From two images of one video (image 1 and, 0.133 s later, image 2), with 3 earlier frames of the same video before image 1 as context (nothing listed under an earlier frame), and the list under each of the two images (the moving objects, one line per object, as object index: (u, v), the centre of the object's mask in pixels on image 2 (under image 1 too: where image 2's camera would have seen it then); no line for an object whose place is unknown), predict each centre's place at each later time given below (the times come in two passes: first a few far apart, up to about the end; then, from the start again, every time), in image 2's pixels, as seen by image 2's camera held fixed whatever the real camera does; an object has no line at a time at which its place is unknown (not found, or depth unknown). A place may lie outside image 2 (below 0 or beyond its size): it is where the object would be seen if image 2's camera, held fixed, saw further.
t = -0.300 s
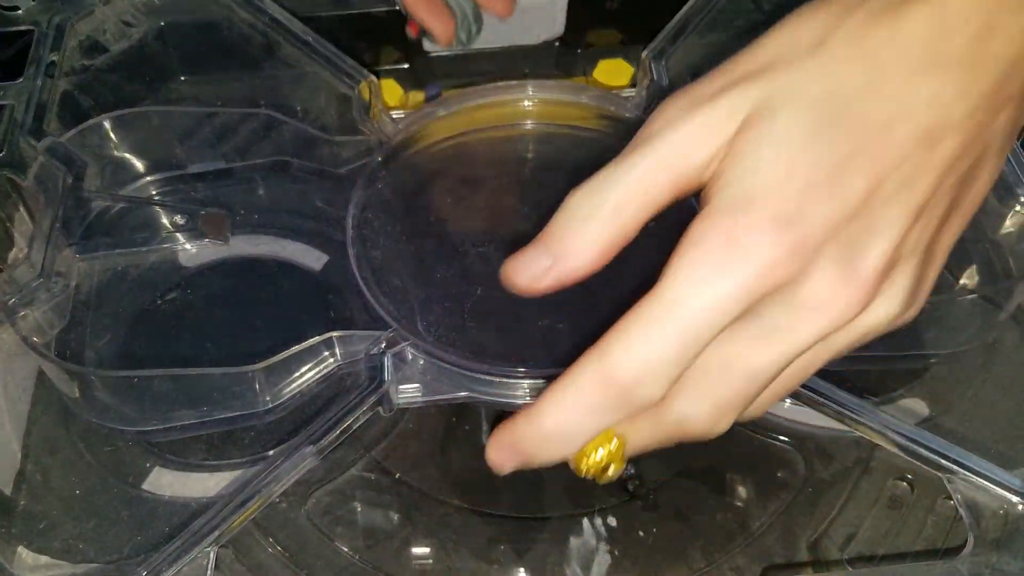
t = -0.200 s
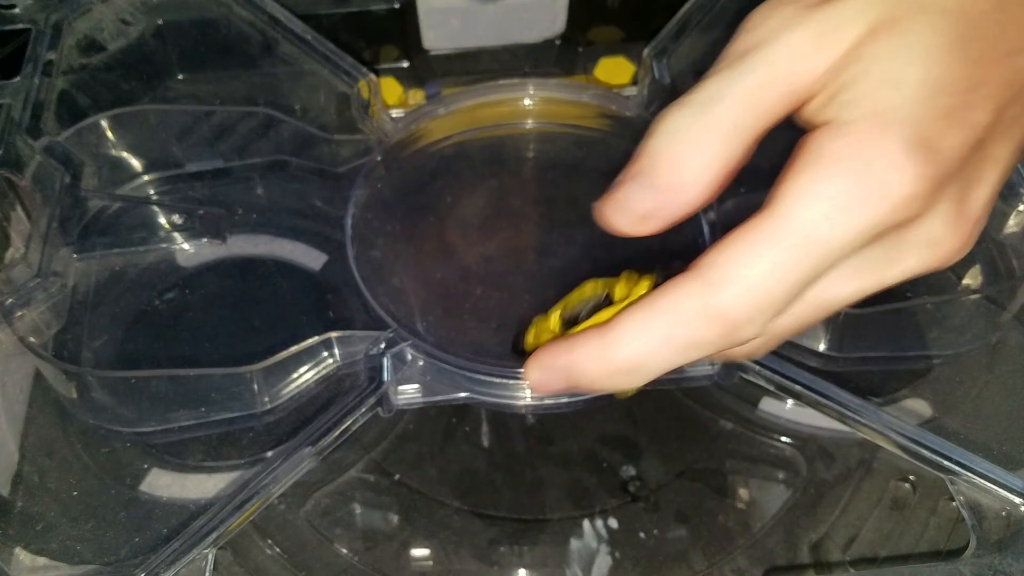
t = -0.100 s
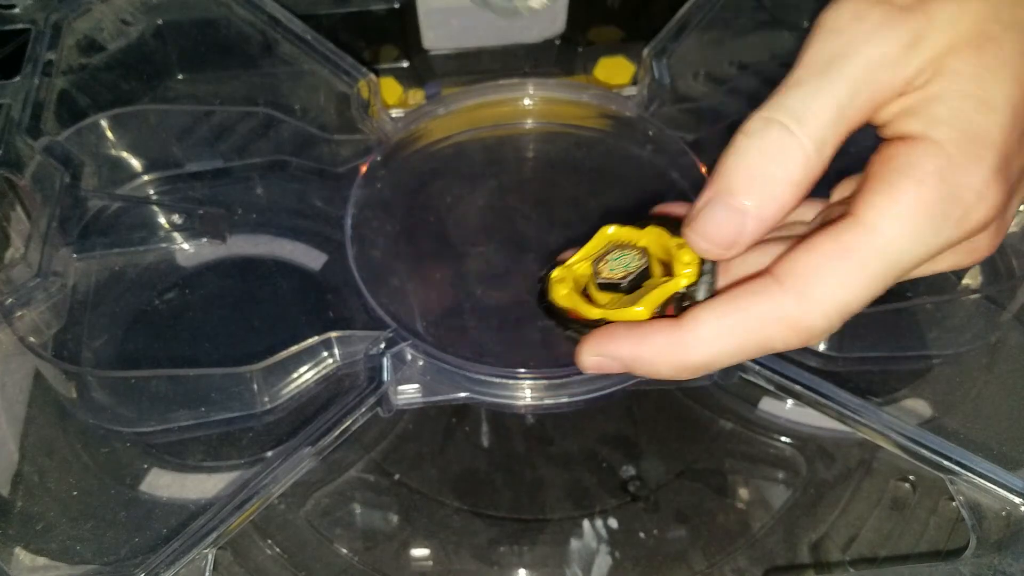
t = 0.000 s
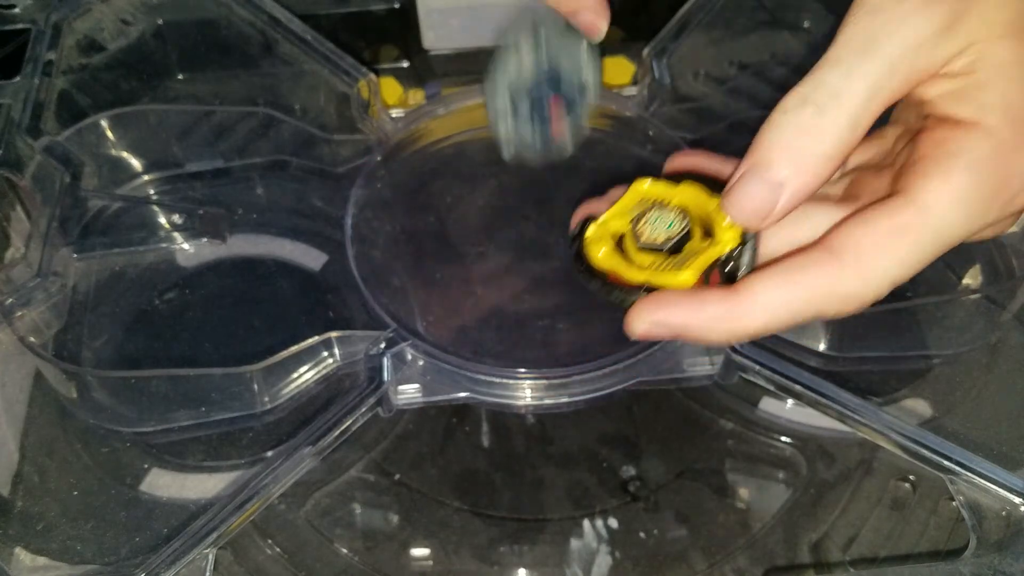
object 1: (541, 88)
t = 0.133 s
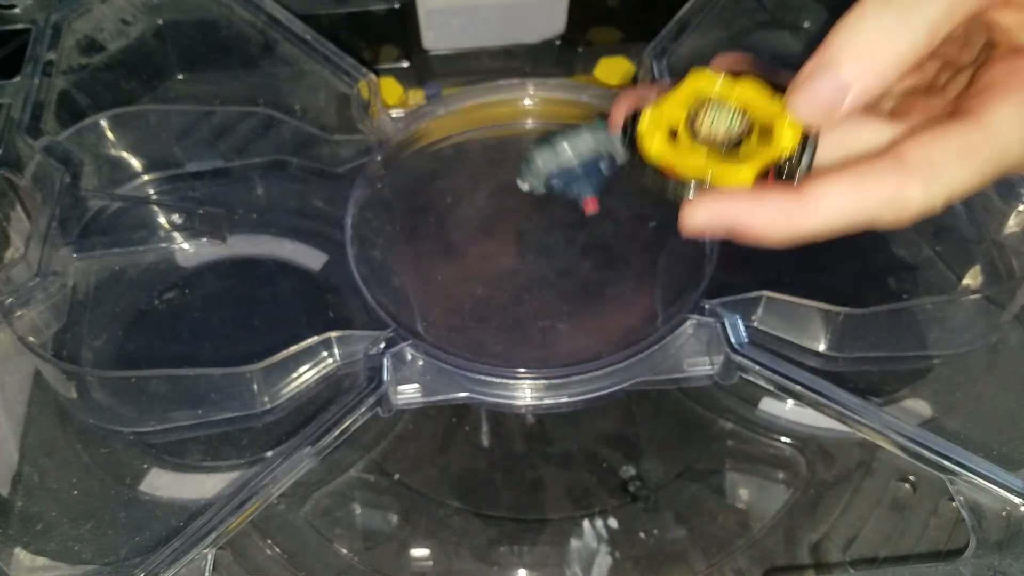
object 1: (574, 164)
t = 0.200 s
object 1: (594, 197)
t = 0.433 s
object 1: (593, 204)
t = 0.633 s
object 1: (560, 223)
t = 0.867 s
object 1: (567, 245)
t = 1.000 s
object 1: (560, 236)
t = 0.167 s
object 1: (586, 187)
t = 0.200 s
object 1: (594, 197)
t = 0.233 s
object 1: (600, 204)
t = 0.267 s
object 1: (603, 205)
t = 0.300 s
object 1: (605, 205)
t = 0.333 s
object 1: (605, 205)
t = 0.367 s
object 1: (603, 205)
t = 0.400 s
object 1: (598, 205)
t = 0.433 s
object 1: (593, 204)
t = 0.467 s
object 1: (586, 205)
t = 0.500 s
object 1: (580, 206)
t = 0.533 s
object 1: (574, 209)
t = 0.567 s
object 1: (568, 212)
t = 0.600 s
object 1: (563, 217)
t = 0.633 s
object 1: (560, 223)
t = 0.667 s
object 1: (558, 228)
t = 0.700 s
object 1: (559, 234)
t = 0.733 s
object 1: (561, 237)
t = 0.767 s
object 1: (563, 241)
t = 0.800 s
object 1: (565, 243)
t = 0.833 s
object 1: (567, 245)
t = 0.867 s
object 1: (567, 245)
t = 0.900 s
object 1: (566, 244)
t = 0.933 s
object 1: (564, 242)
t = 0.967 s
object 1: (562, 239)
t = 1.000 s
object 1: (560, 236)
